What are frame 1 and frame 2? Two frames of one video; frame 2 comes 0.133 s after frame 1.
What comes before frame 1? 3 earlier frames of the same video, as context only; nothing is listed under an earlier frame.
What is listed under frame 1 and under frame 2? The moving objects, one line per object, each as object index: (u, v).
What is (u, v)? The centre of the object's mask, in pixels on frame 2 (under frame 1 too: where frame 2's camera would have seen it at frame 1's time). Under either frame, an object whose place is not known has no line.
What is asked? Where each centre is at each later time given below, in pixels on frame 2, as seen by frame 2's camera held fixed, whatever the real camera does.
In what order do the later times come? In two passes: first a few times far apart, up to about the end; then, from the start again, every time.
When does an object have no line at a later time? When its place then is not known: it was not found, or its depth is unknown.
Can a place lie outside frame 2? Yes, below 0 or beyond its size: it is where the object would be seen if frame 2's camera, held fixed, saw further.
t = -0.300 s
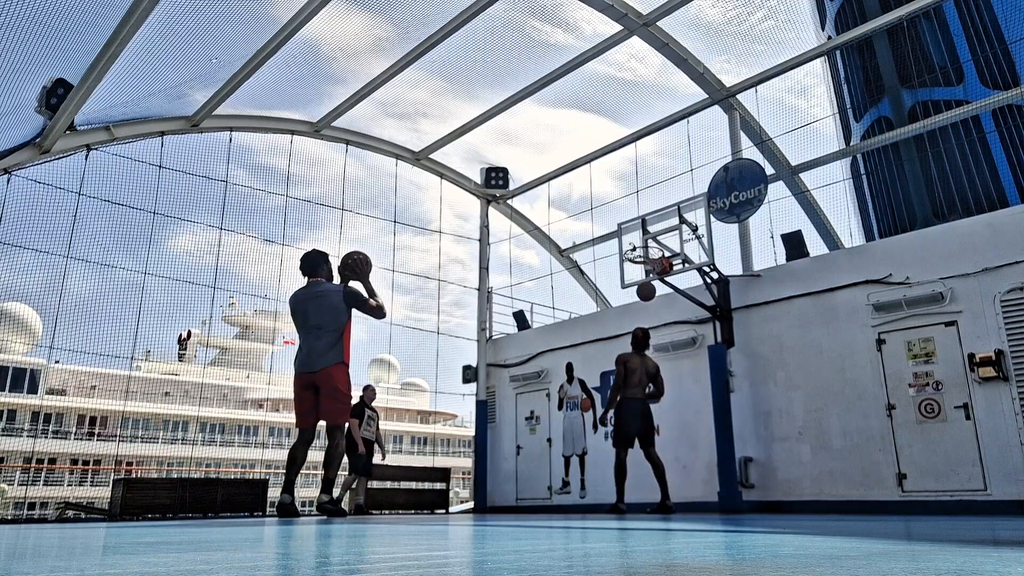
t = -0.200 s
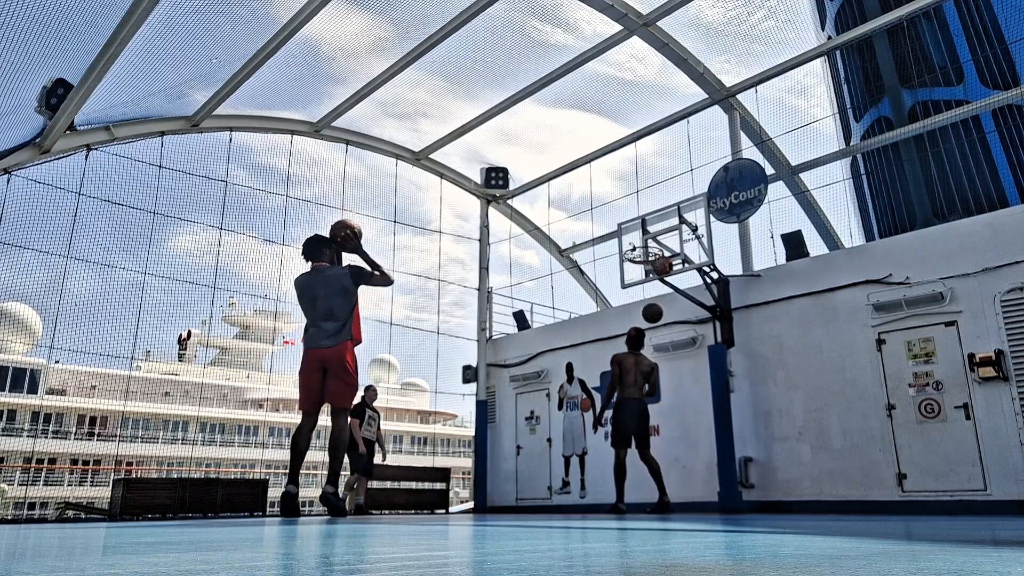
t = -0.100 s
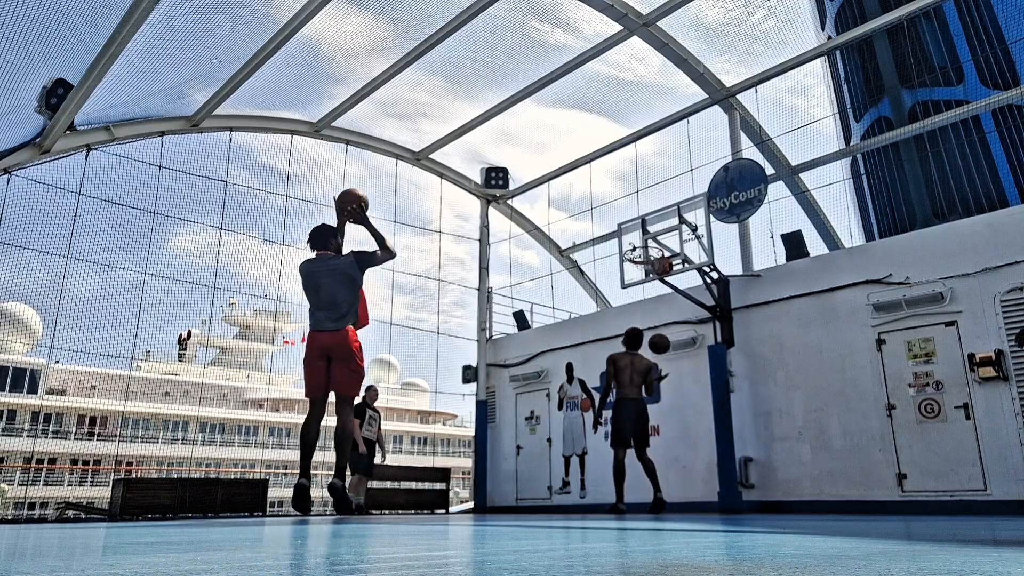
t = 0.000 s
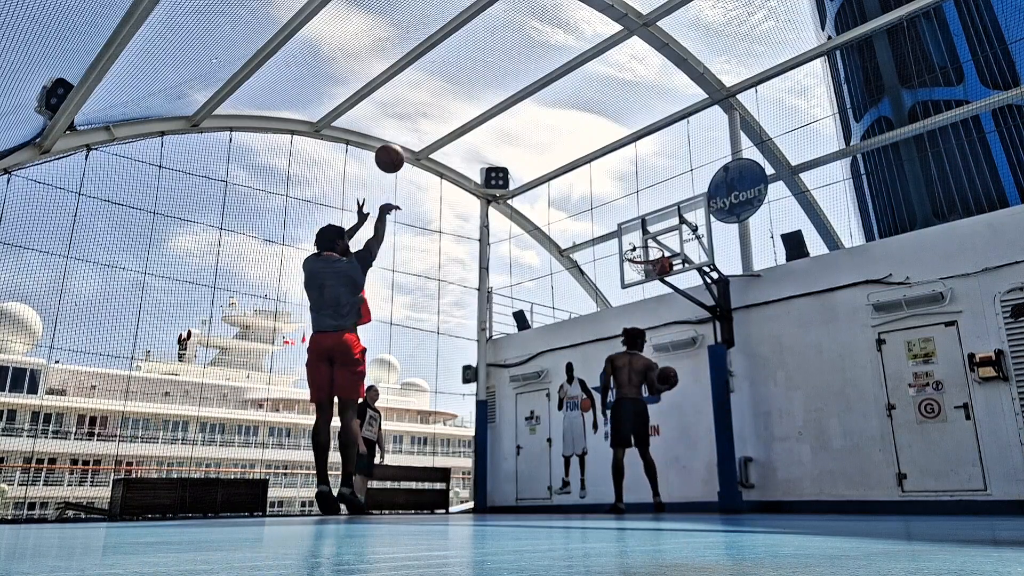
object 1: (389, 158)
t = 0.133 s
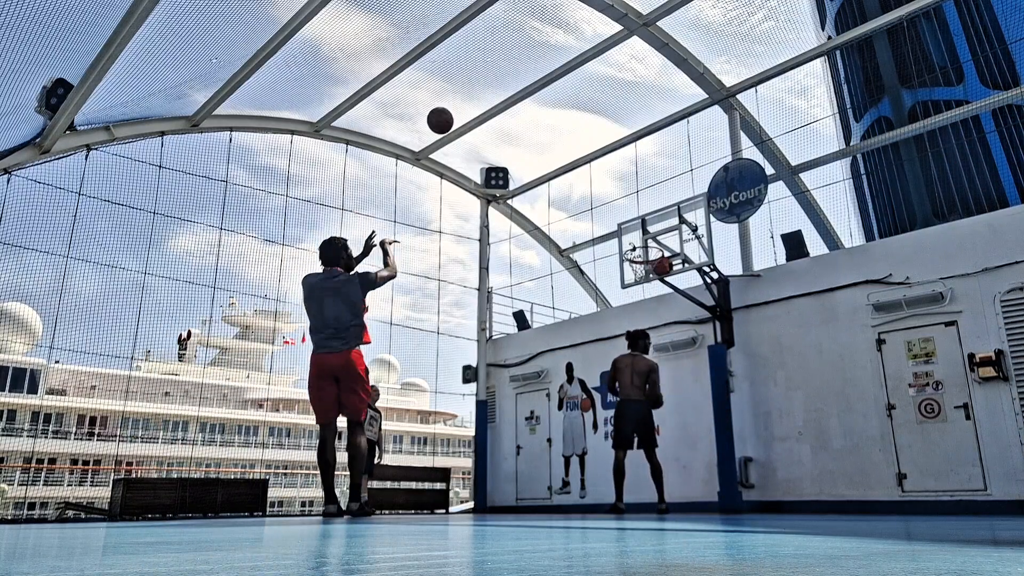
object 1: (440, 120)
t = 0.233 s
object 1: (472, 107)
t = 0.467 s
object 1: (535, 111)
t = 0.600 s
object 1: (566, 133)
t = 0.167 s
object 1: (451, 115)
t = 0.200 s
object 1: (462, 110)
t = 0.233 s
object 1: (472, 107)
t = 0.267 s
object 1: (482, 105)
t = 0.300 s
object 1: (492, 103)
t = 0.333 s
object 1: (501, 103)
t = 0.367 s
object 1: (510, 103)
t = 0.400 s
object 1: (519, 105)
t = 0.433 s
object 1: (527, 108)
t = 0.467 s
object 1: (535, 111)
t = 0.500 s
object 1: (543, 115)
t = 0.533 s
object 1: (551, 121)
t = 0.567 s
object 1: (558, 127)
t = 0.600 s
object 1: (566, 133)
